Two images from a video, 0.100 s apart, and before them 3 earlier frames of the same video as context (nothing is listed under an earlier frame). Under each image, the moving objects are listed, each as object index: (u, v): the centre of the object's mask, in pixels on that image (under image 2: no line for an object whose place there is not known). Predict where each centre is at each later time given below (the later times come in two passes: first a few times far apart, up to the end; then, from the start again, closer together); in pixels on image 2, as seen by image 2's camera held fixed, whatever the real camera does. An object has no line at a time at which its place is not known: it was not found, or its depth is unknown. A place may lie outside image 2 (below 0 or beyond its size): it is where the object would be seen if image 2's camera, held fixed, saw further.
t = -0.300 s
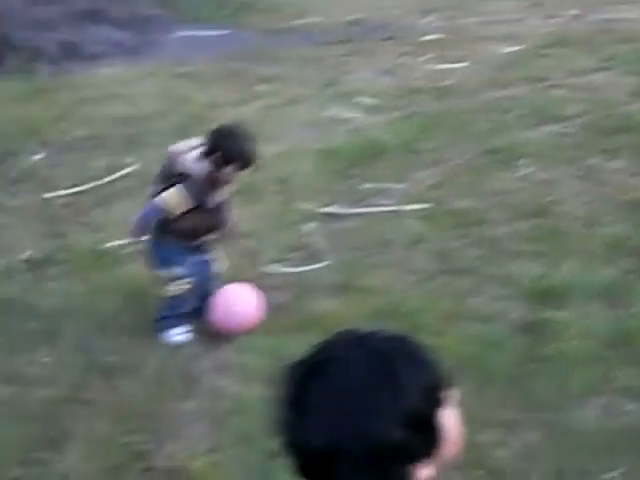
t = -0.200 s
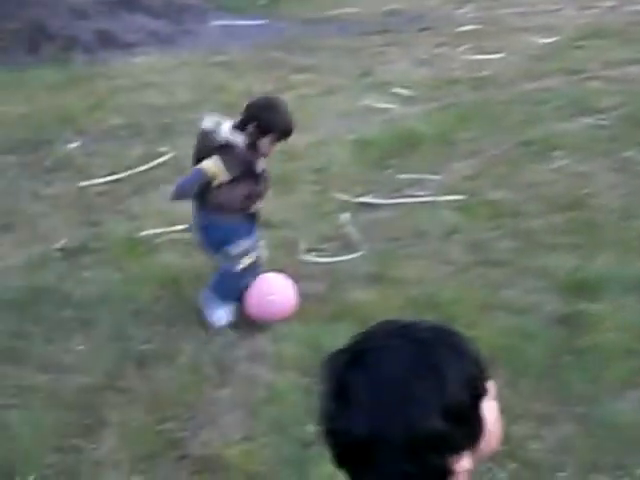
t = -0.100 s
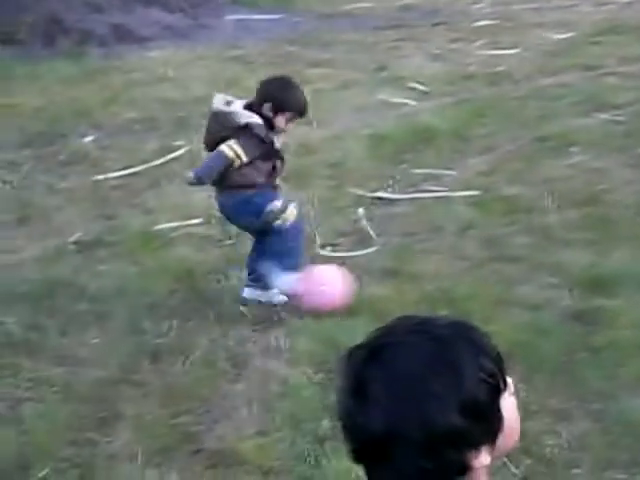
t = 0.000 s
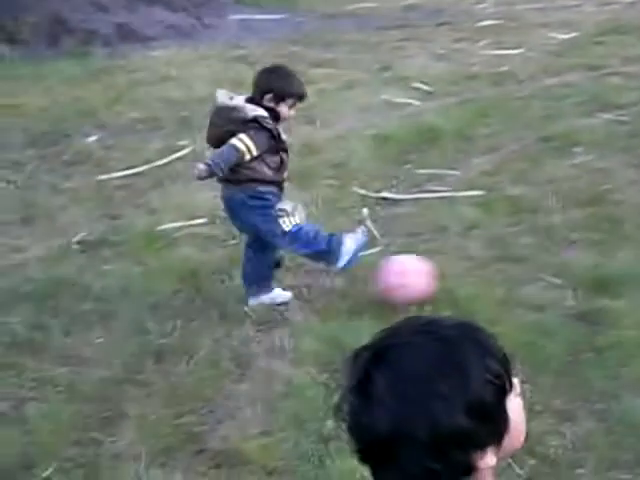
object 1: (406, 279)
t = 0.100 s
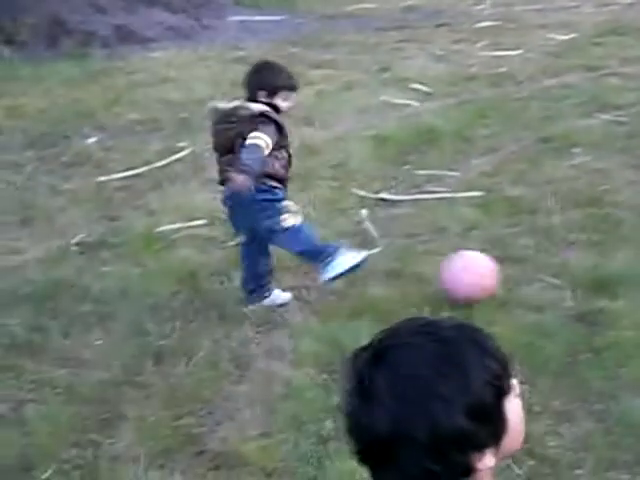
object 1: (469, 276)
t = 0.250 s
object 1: (558, 272)
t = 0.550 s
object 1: (707, 267)
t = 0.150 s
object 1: (501, 278)
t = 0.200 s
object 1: (532, 279)
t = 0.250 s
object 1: (558, 272)
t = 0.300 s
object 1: (585, 270)
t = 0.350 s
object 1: (610, 273)
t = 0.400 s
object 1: (636, 273)
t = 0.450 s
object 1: (660, 268)
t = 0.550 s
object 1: (707, 267)
